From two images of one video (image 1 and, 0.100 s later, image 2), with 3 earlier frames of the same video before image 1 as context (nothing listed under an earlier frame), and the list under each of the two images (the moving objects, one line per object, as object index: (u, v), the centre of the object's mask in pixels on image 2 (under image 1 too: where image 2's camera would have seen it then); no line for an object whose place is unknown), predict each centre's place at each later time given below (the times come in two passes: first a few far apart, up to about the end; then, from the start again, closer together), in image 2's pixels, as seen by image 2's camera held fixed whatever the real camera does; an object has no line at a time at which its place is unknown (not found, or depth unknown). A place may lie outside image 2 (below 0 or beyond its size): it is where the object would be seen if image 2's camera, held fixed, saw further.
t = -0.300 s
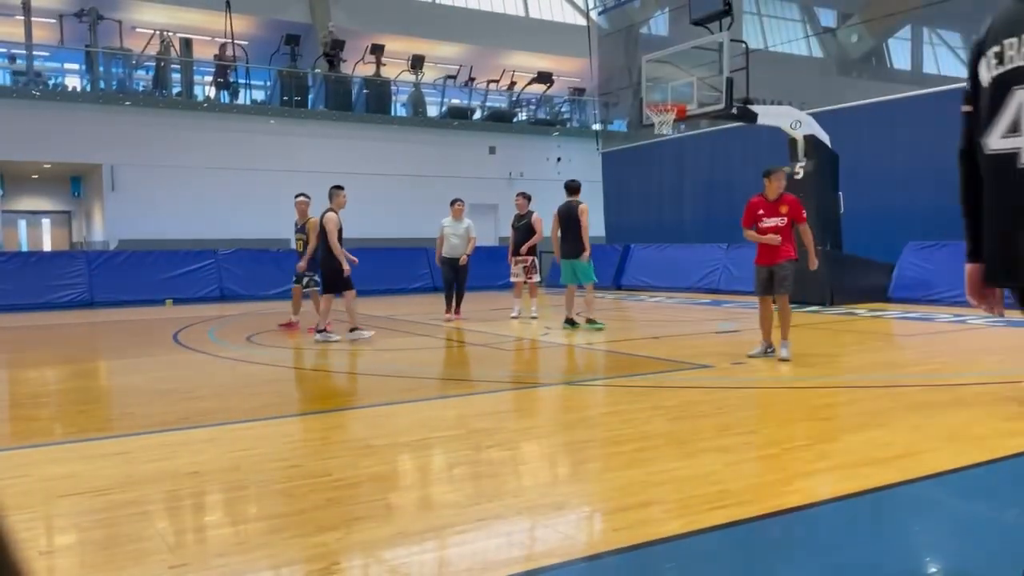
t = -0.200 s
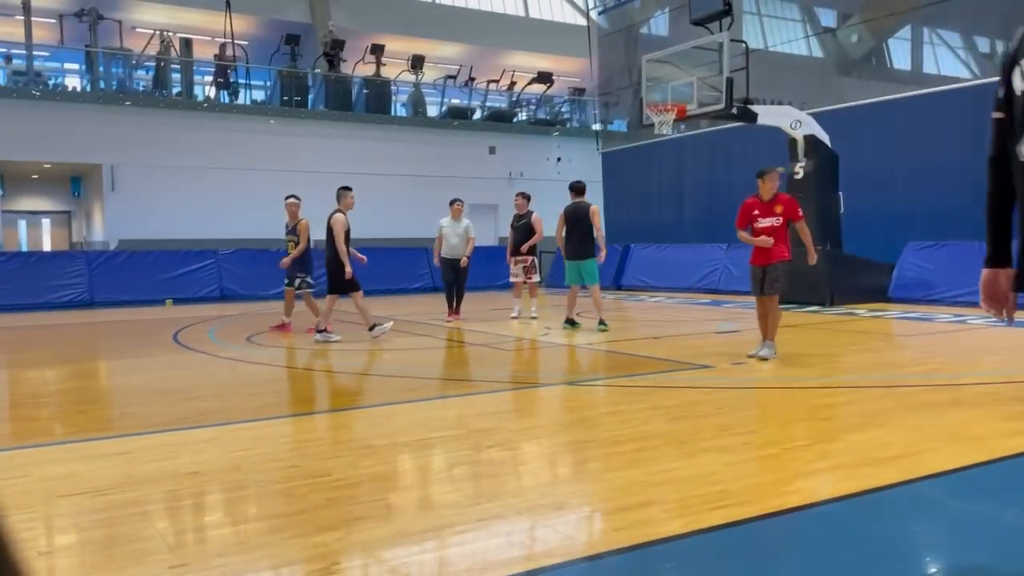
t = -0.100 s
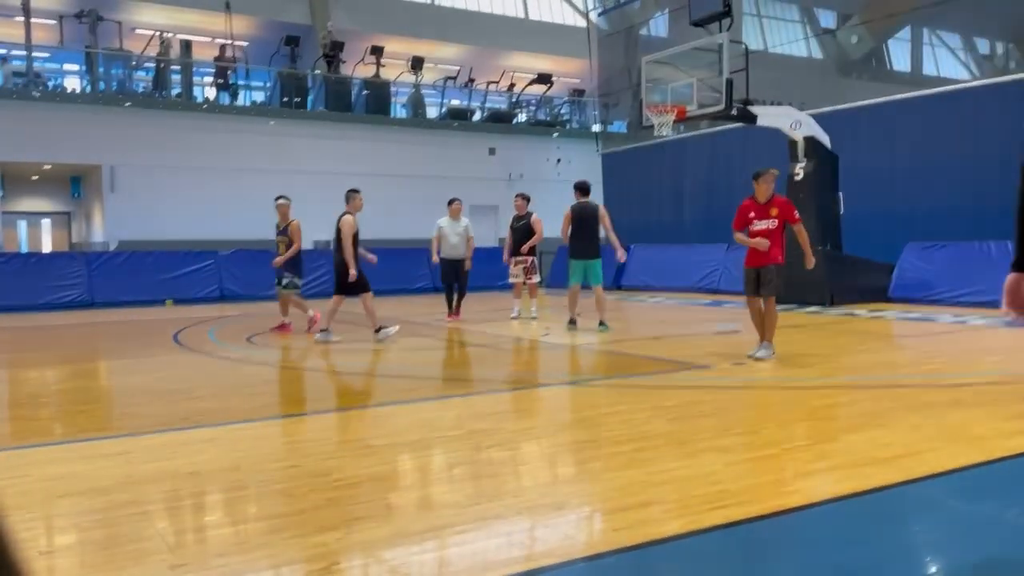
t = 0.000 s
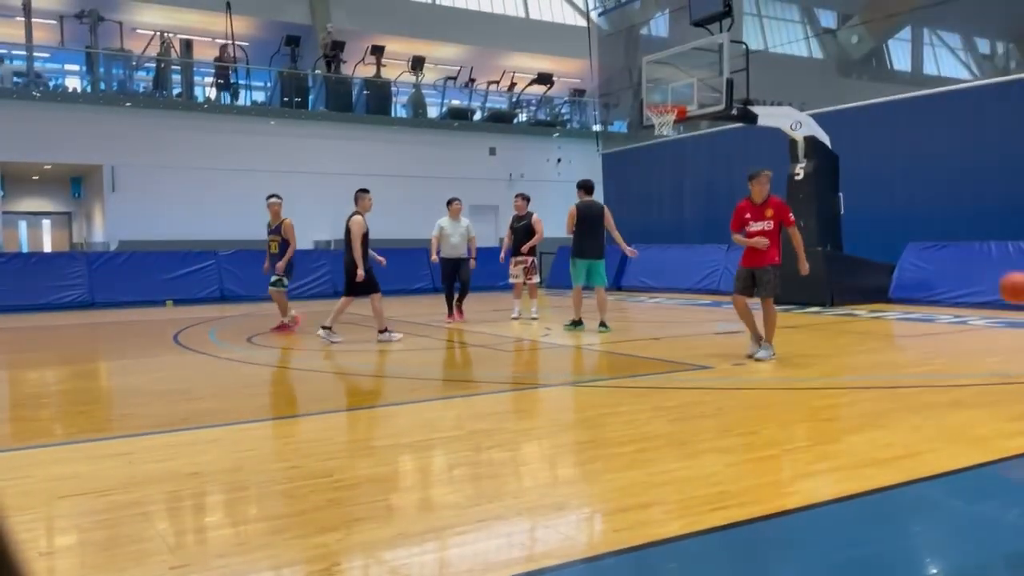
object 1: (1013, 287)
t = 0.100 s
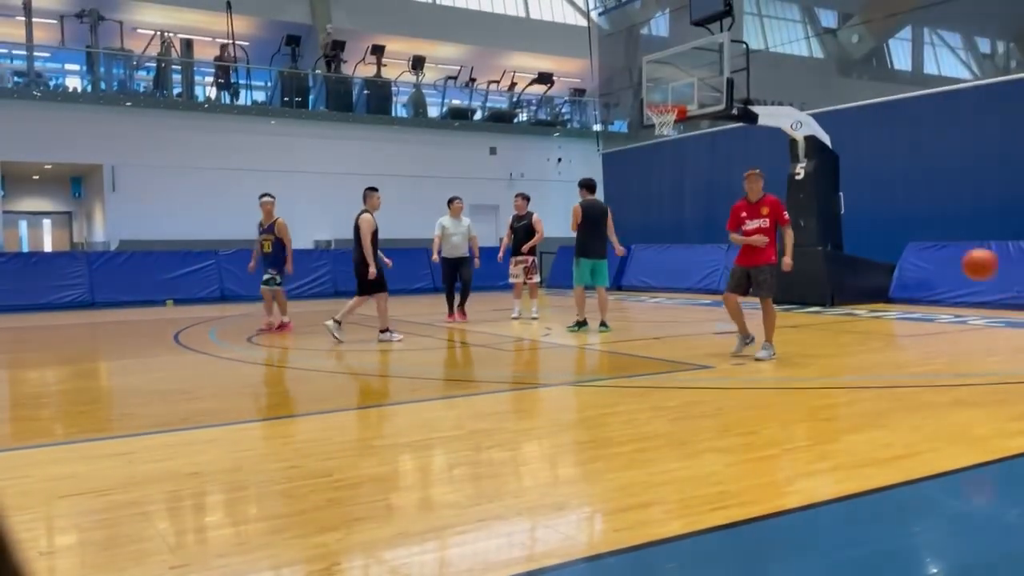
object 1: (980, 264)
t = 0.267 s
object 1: (918, 254)
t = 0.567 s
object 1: (811, 324)
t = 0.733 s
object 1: (754, 333)
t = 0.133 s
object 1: (967, 259)
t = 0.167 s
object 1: (954, 256)
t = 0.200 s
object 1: (942, 254)
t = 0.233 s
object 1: (930, 253)
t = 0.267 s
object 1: (918, 254)
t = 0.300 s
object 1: (905, 256)
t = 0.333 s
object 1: (893, 260)
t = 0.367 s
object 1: (880, 266)
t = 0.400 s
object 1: (870, 272)
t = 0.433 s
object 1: (858, 280)
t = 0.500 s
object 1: (835, 298)
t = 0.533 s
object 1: (823, 310)
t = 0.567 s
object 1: (811, 324)
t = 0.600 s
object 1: (801, 339)
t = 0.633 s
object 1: (789, 354)
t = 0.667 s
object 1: (777, 355)
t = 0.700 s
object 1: (765, 343)
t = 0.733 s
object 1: (754, 333)
